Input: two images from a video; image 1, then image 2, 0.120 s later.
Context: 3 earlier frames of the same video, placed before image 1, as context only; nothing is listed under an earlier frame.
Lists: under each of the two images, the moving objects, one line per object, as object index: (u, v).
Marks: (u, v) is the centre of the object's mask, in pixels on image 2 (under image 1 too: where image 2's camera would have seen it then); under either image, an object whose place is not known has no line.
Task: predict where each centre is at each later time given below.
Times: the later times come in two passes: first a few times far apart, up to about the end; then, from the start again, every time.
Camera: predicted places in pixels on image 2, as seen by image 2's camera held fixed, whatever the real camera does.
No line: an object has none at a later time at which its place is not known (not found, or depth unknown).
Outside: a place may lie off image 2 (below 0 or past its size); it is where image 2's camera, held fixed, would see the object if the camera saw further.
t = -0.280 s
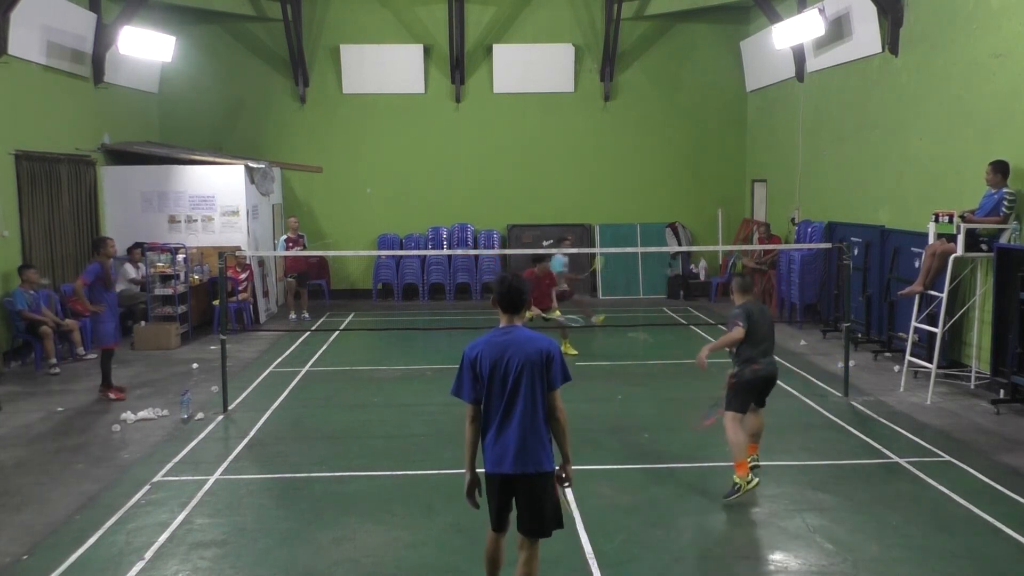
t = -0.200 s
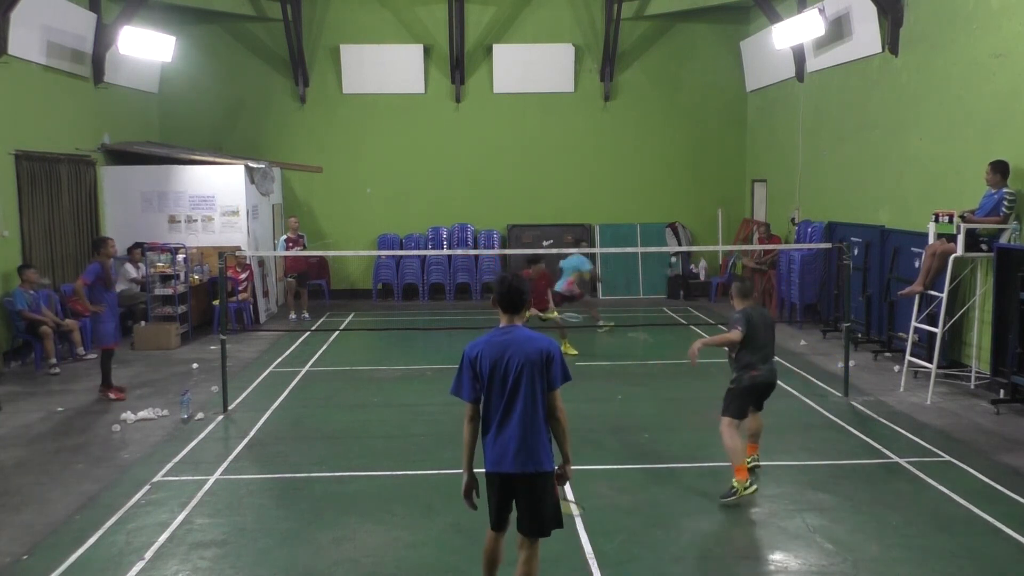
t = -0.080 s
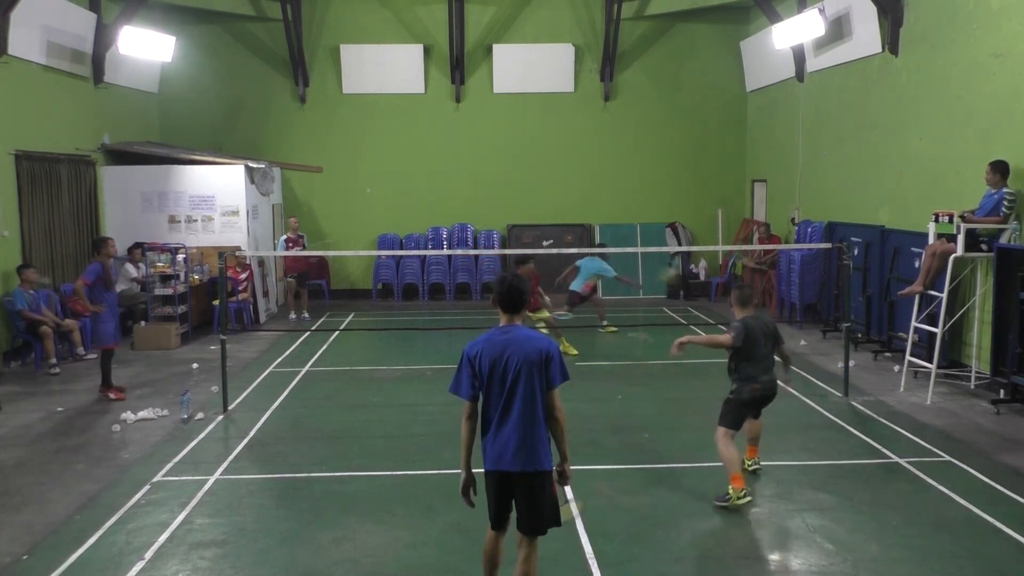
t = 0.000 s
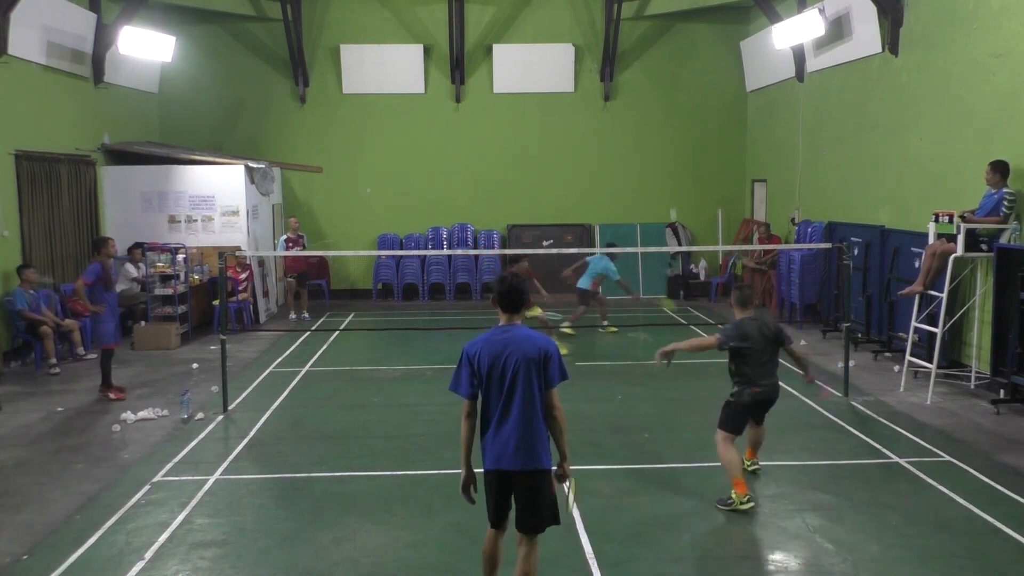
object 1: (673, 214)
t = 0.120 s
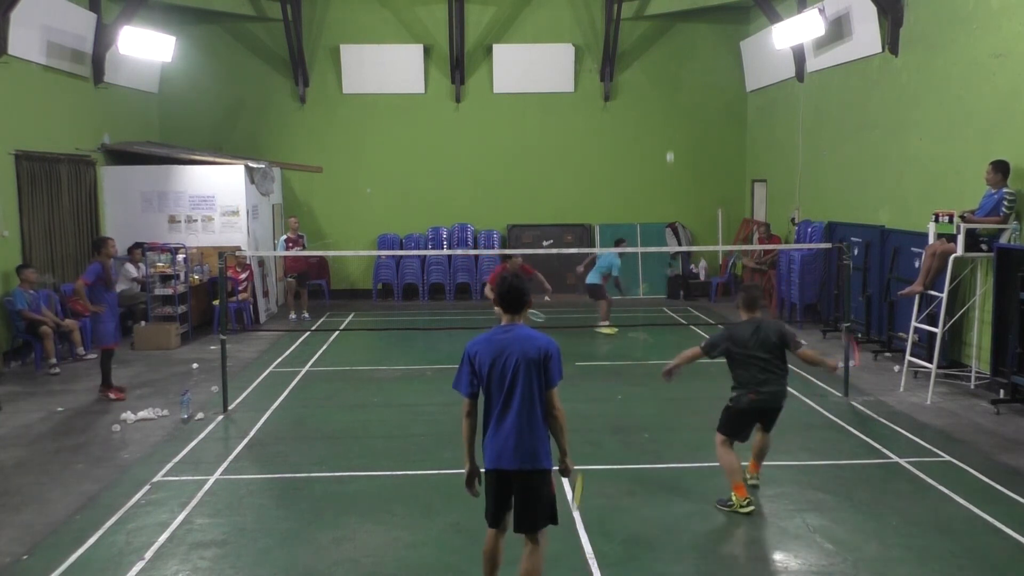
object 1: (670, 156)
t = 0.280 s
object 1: (669, 106)
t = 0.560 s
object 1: (665, 91)
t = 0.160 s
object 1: (670, 141)
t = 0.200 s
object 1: (670, 127)
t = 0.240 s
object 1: (670, 116)
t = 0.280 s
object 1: (669, 106)
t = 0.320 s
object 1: (668, 97)
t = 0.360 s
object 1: (667, 91)
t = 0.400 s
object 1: (666, 86)
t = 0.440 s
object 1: (666, 84)
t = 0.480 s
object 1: (666, 84)
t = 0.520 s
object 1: (666, 86)
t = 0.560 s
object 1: (665, 91)
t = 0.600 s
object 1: (664, 99)
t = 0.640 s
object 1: (663, 110)
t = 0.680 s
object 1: (661, 123)
